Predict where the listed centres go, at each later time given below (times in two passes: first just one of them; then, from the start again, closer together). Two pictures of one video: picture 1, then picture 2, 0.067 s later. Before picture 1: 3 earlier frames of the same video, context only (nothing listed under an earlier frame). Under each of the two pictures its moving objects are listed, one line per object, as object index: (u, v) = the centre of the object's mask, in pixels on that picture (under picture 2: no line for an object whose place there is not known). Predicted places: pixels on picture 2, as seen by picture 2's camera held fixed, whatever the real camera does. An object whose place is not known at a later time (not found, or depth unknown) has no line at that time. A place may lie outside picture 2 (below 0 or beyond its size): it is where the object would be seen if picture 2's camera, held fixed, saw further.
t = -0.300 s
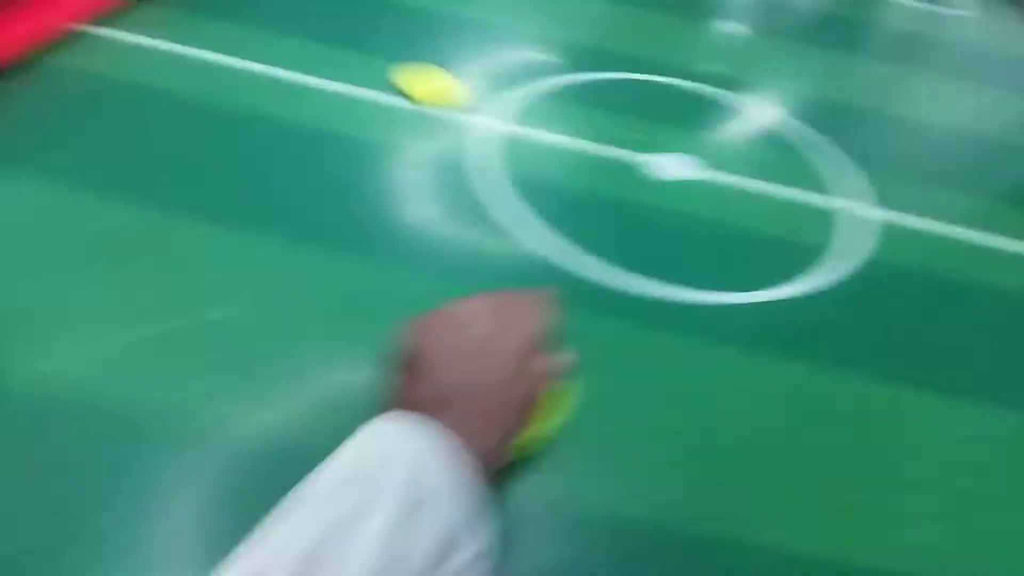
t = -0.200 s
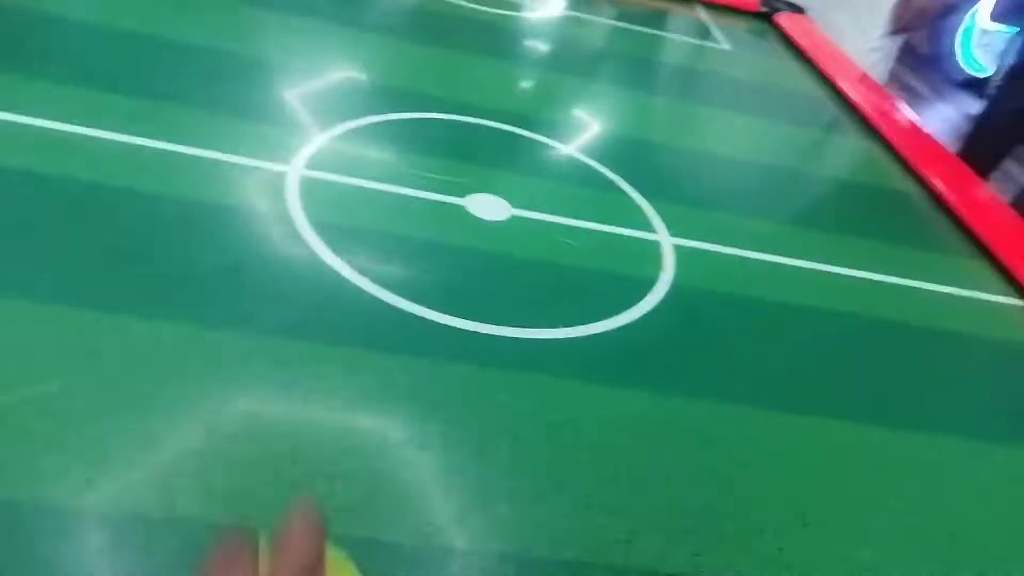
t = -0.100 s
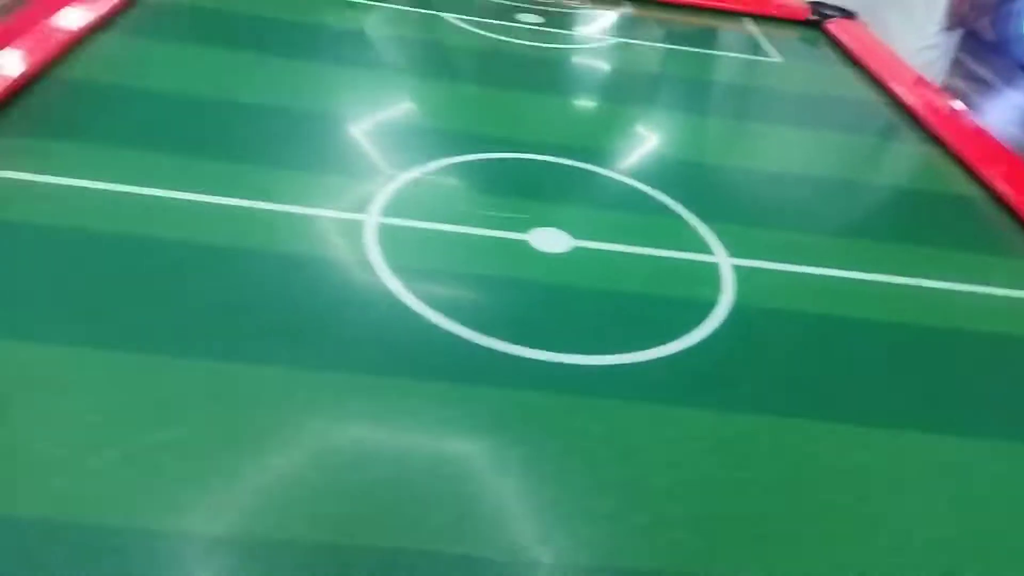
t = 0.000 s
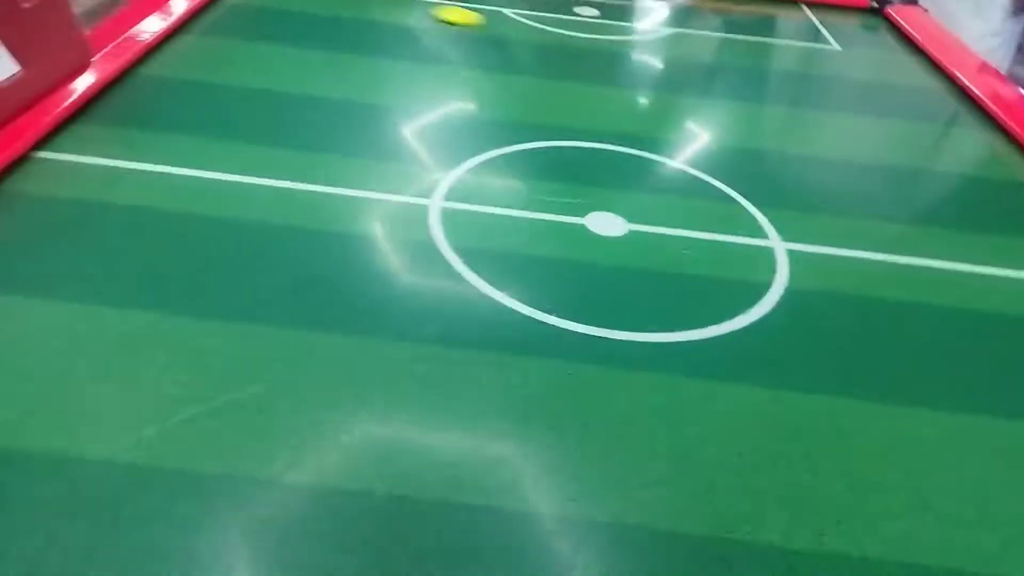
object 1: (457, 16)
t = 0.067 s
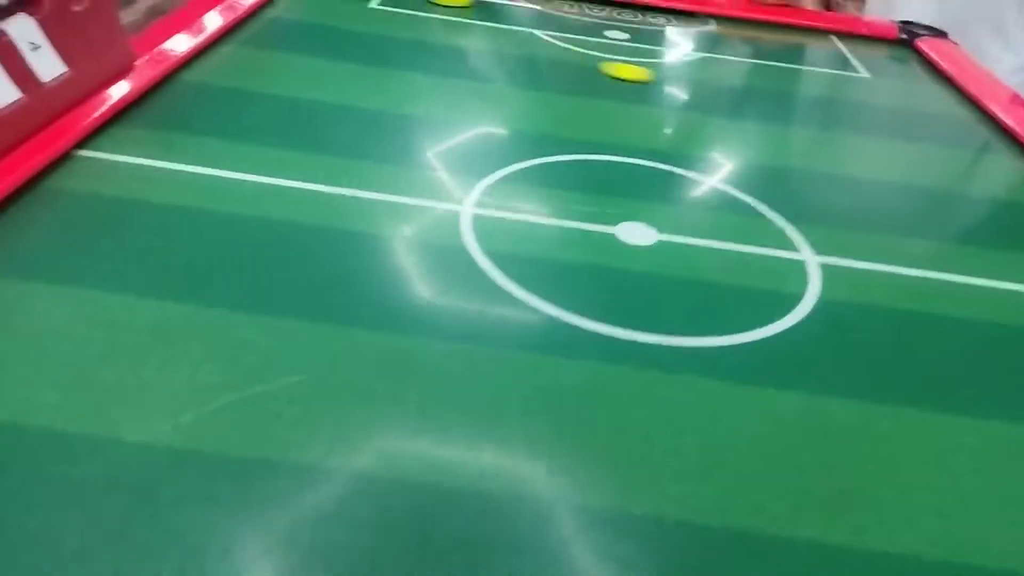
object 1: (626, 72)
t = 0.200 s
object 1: (931, 152)
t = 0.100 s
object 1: (699, 91)
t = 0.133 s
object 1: (774, 110)
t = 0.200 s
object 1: (931, 152)
